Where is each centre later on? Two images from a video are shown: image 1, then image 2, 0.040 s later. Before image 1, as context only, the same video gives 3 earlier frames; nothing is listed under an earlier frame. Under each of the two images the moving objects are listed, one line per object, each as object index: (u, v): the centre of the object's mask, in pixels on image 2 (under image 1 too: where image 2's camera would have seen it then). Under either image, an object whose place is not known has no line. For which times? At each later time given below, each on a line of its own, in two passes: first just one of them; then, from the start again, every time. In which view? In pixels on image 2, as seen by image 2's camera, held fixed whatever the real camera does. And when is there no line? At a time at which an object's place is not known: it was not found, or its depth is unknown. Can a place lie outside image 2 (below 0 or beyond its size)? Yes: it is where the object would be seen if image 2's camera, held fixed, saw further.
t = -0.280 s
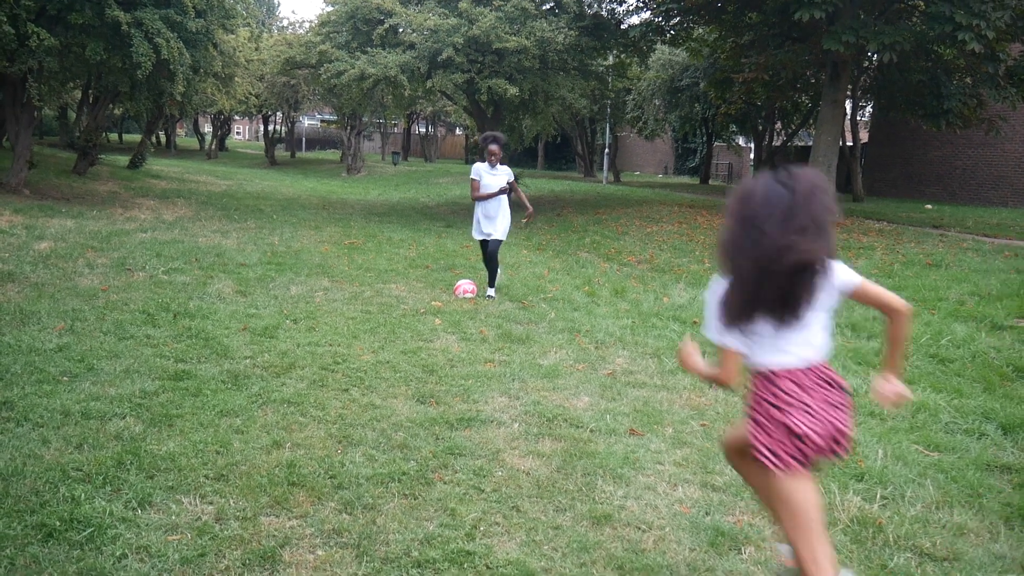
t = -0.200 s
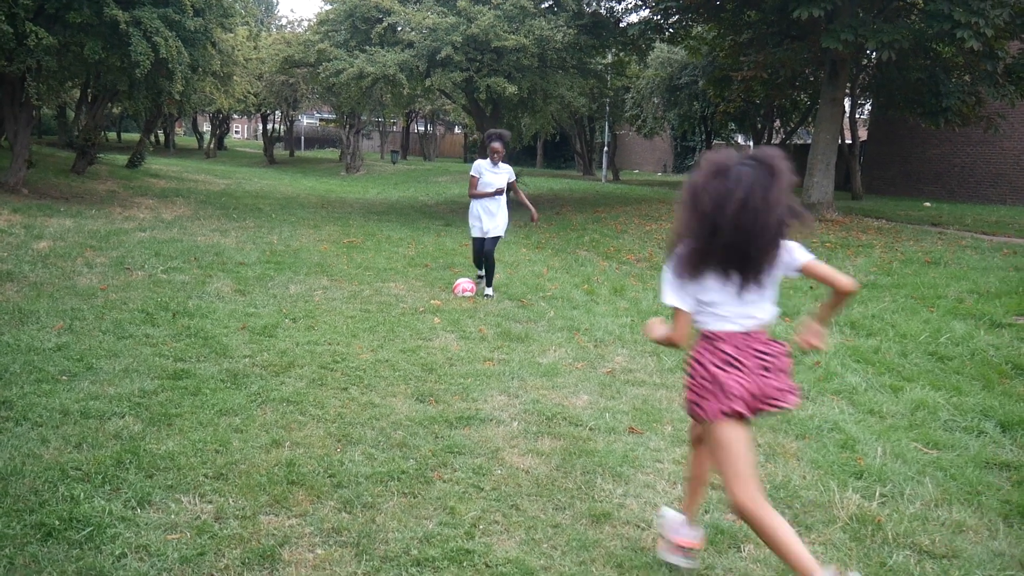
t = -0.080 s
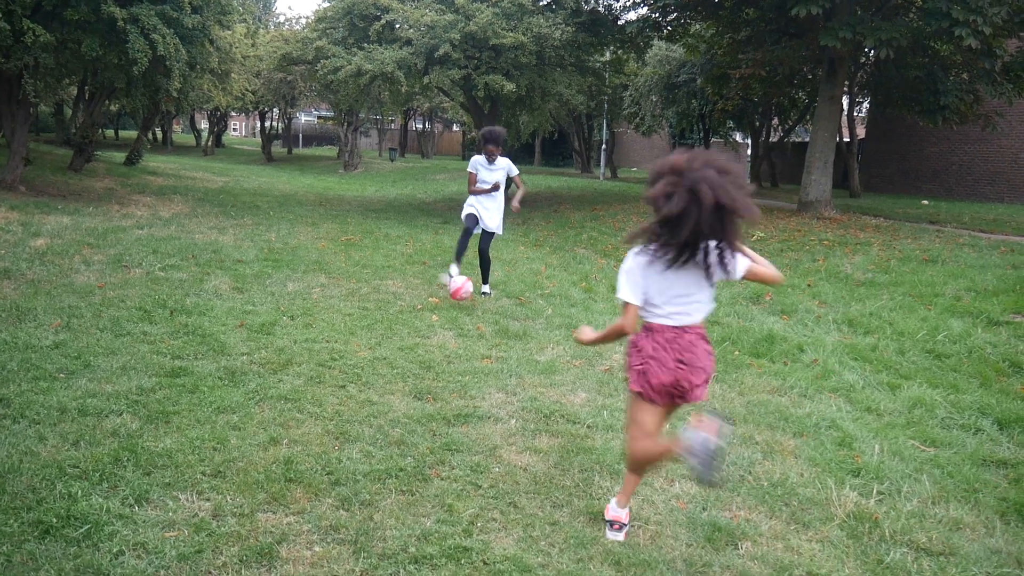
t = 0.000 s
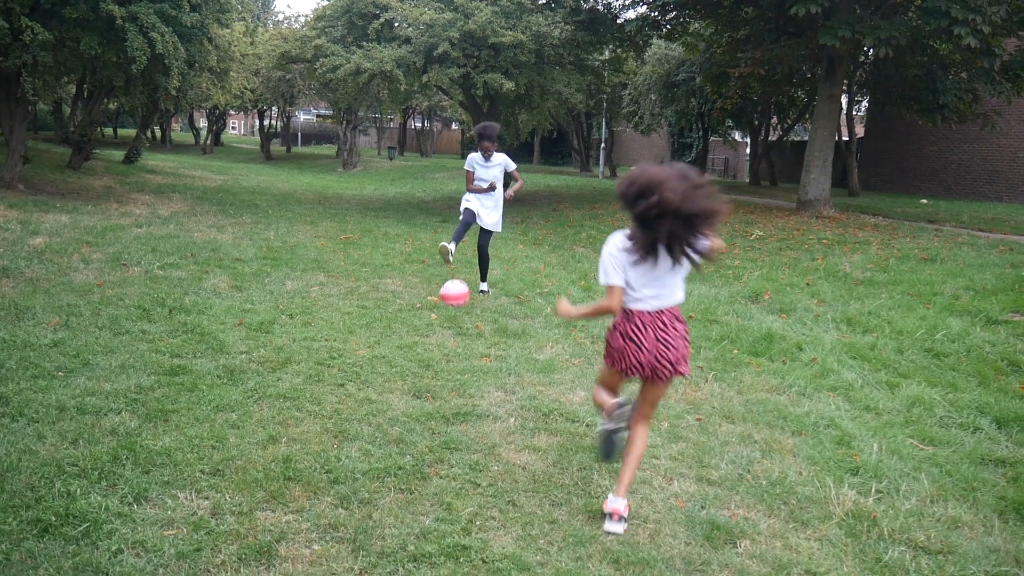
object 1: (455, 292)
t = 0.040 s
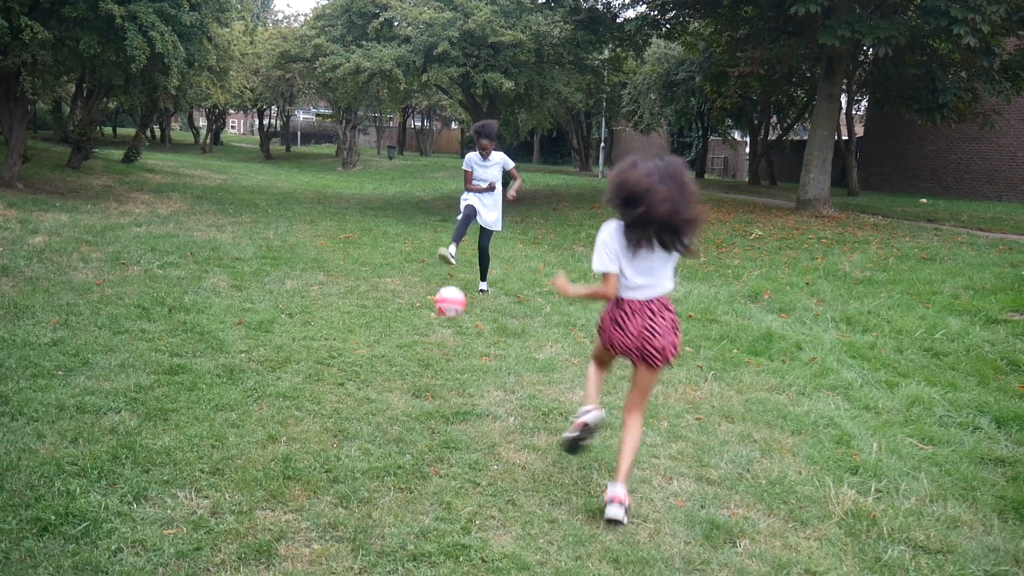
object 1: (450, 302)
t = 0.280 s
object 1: (395, 456)
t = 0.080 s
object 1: (445, 316)
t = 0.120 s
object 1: (438, 333)
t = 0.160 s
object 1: (430, 357)
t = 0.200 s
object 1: (420, 390)
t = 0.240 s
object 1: (406, 429)
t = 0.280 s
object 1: (395, 456)
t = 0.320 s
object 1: (388, 472)
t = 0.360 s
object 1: (381, 492)
